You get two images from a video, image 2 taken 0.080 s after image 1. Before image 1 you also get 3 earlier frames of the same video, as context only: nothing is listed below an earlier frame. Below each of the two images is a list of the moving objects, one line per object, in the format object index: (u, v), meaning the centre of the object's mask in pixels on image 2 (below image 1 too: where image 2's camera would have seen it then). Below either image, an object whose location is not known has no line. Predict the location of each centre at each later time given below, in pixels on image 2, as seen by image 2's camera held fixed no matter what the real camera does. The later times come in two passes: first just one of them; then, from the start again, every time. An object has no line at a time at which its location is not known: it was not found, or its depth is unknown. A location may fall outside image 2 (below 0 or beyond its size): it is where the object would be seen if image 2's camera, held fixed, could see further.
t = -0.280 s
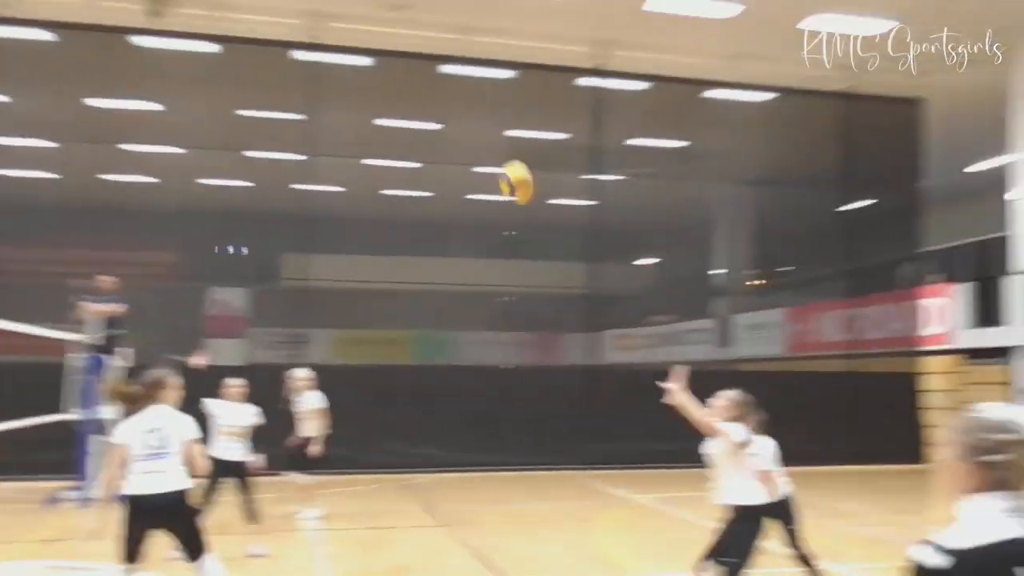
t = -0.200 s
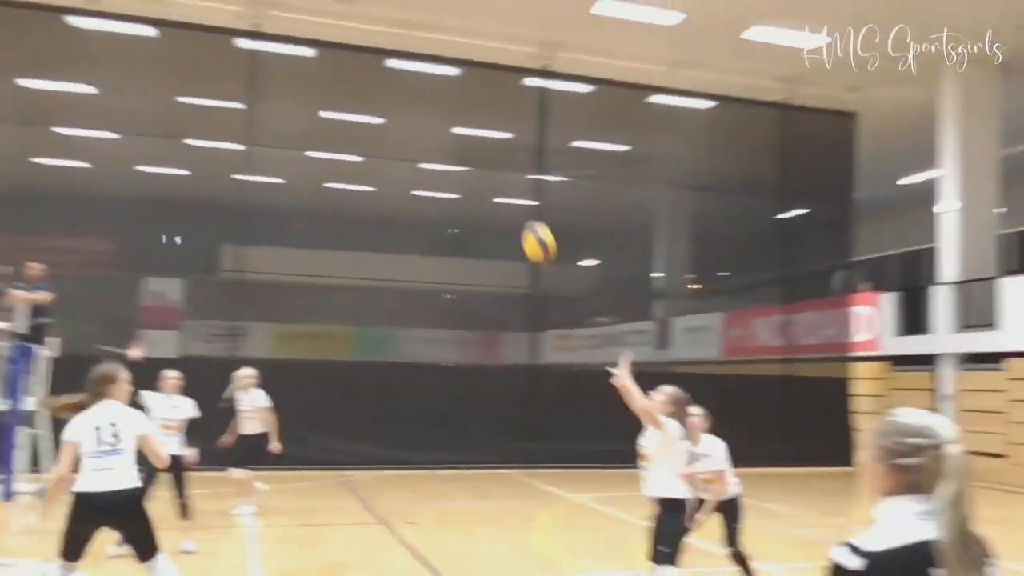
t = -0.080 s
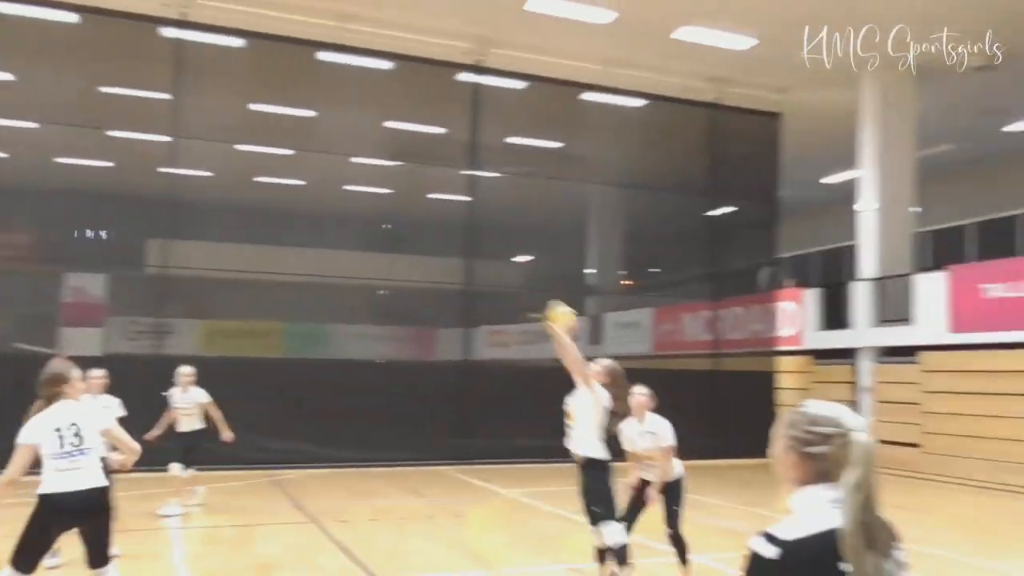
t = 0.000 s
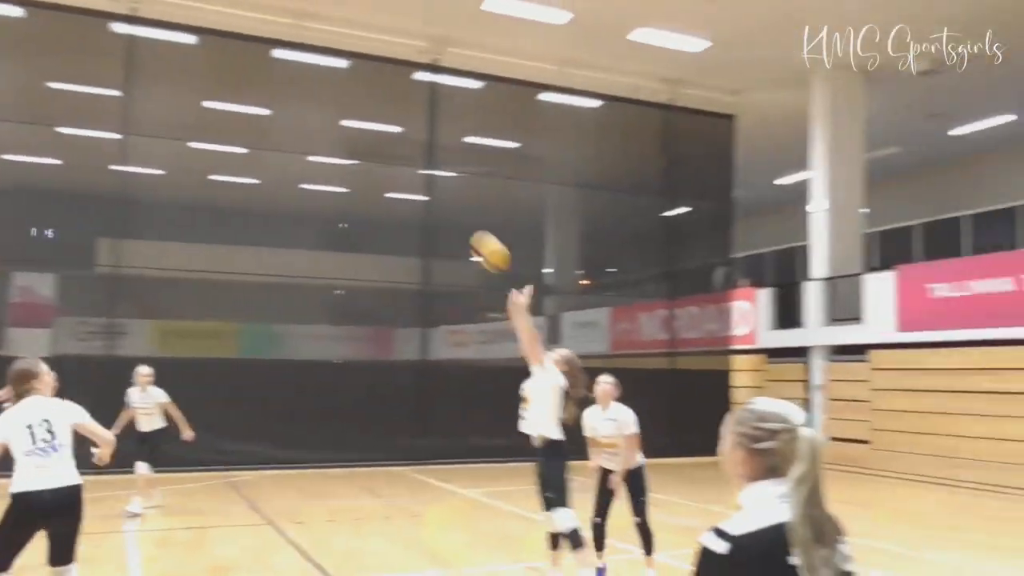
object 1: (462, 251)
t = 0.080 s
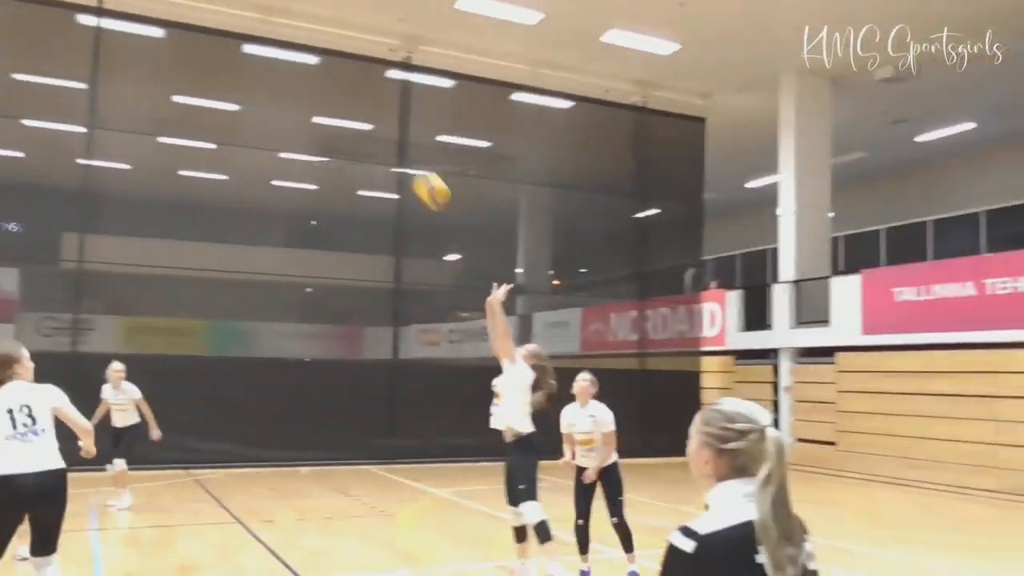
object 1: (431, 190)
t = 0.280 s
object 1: (359, 81)
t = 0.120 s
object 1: (416, 162)
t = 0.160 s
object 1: (401, 138)
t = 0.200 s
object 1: (386, 117)
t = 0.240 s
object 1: (372, 97)
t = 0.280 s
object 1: (359, 81)
